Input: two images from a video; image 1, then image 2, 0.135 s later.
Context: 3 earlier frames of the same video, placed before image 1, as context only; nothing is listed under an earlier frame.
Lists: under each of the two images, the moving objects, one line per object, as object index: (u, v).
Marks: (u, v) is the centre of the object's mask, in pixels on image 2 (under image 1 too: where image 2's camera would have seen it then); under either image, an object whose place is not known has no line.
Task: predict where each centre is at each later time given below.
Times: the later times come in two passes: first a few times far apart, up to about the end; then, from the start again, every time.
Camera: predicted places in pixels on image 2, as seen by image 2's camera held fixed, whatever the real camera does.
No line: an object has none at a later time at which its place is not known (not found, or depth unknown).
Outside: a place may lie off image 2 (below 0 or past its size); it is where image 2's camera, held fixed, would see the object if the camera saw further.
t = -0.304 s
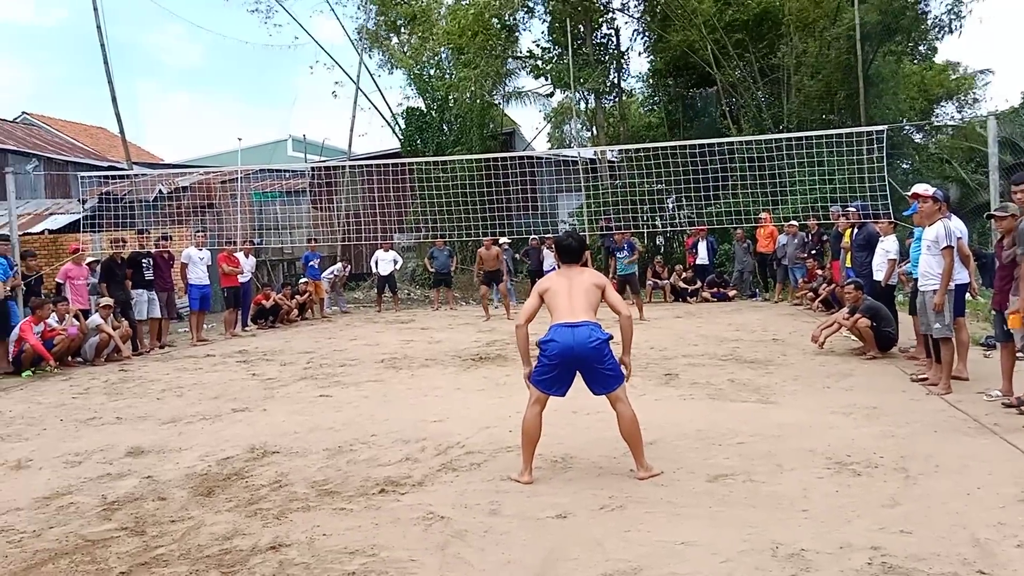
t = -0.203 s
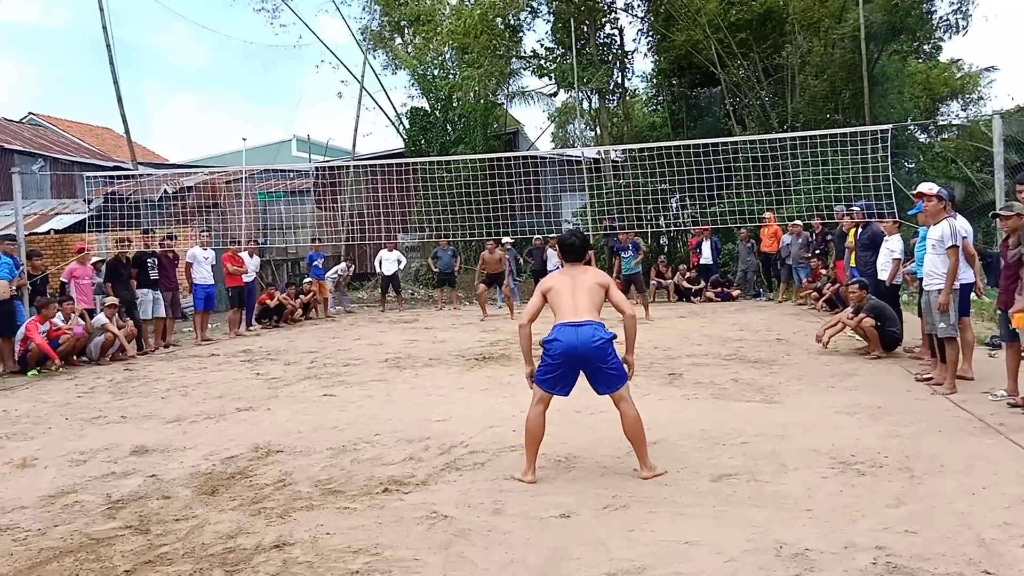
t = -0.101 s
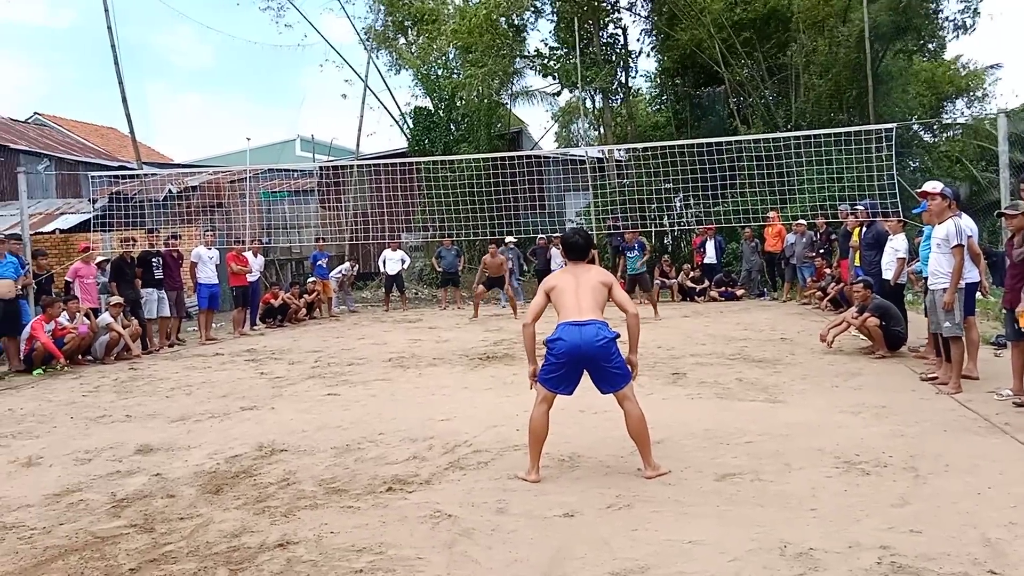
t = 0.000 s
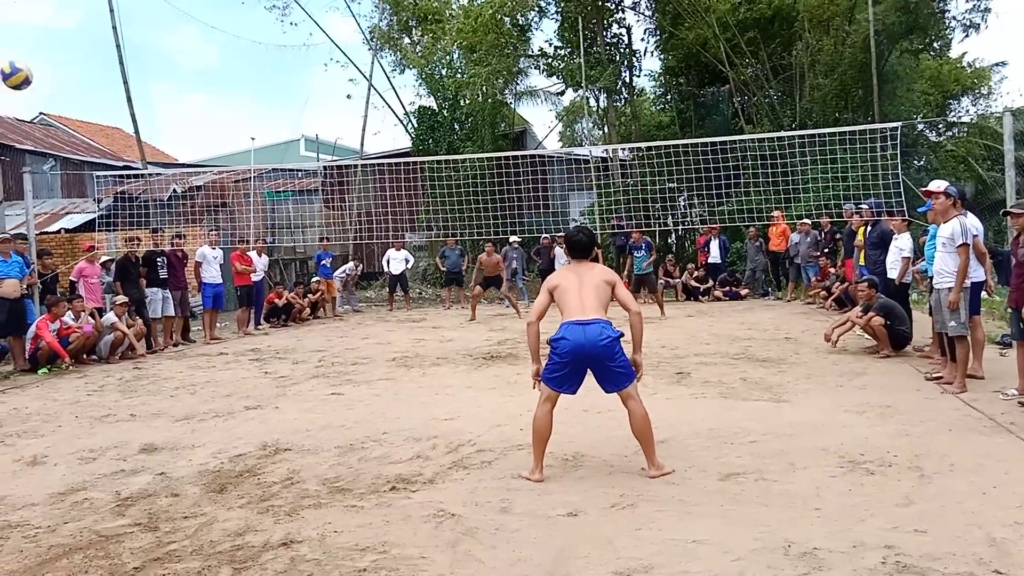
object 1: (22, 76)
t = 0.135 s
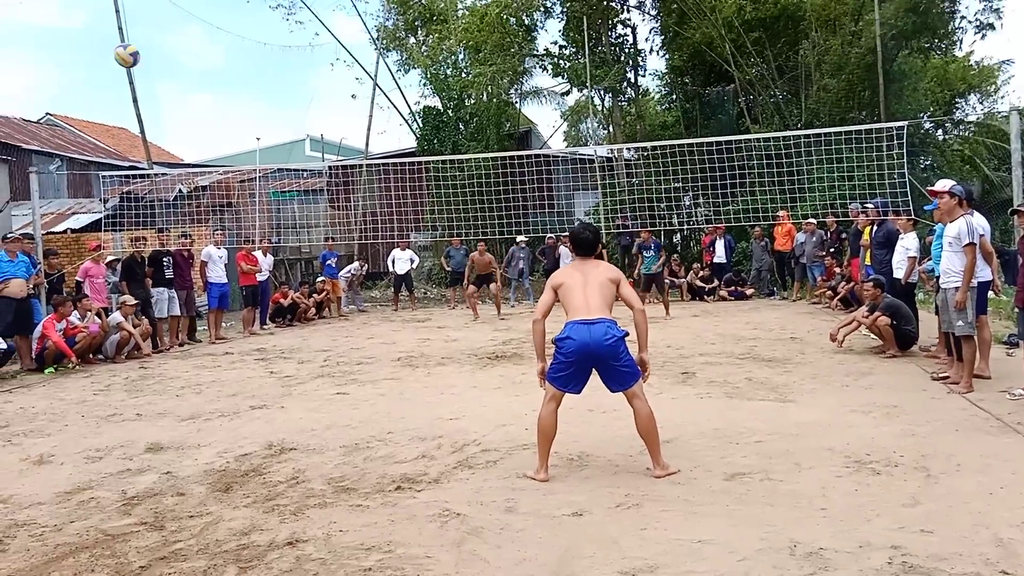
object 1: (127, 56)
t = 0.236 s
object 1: (185, 58)
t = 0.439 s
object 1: (267, 86)
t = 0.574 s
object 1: (306, 115)
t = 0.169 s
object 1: (147, 55)
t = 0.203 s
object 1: (167, 56)
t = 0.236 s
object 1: (185, 58)
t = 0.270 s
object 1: (201, 61)
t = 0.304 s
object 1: (216, 65)
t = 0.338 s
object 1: (230, 69)
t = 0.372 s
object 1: (244, 74)
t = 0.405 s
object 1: (256, 80)
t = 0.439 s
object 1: (267, 86)
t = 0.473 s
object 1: (278, 93)
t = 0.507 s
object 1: (288, 100)
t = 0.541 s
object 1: (298, 108)
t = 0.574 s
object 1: (306, 115)
